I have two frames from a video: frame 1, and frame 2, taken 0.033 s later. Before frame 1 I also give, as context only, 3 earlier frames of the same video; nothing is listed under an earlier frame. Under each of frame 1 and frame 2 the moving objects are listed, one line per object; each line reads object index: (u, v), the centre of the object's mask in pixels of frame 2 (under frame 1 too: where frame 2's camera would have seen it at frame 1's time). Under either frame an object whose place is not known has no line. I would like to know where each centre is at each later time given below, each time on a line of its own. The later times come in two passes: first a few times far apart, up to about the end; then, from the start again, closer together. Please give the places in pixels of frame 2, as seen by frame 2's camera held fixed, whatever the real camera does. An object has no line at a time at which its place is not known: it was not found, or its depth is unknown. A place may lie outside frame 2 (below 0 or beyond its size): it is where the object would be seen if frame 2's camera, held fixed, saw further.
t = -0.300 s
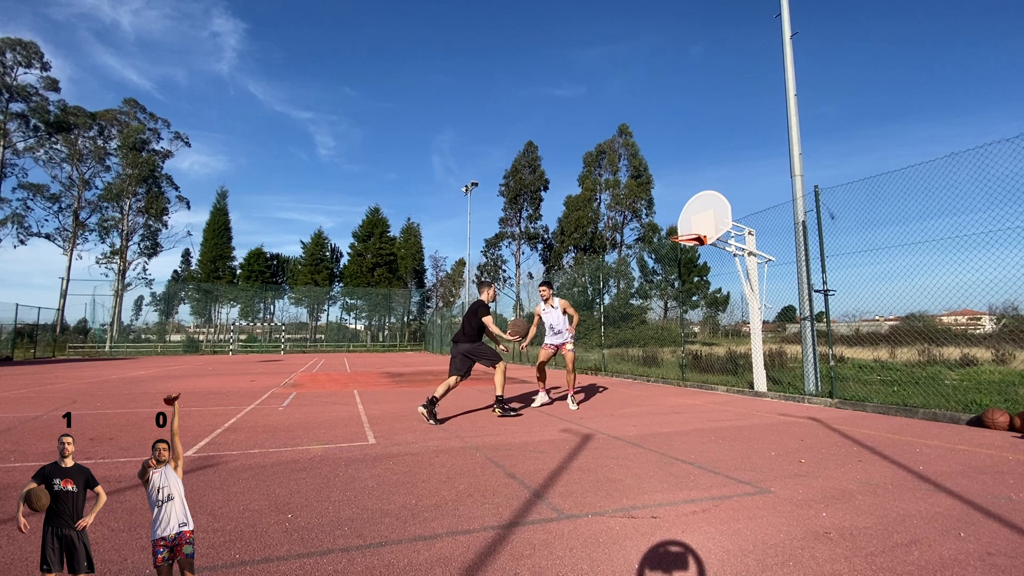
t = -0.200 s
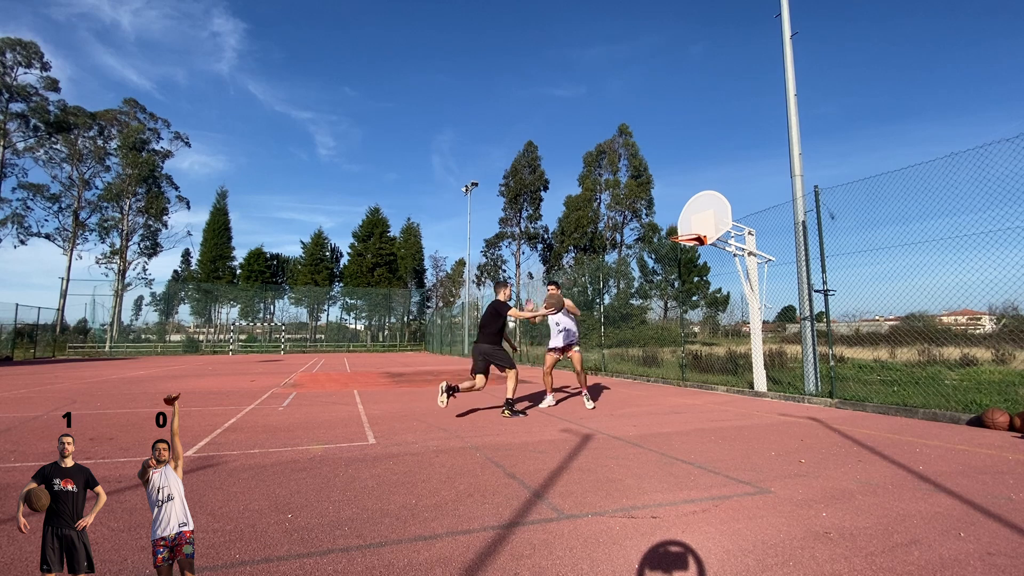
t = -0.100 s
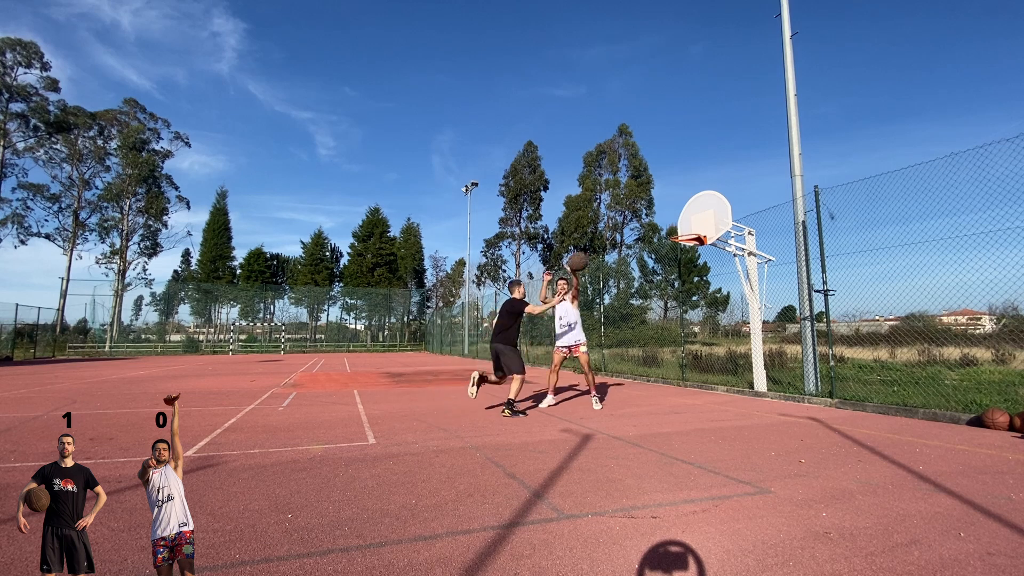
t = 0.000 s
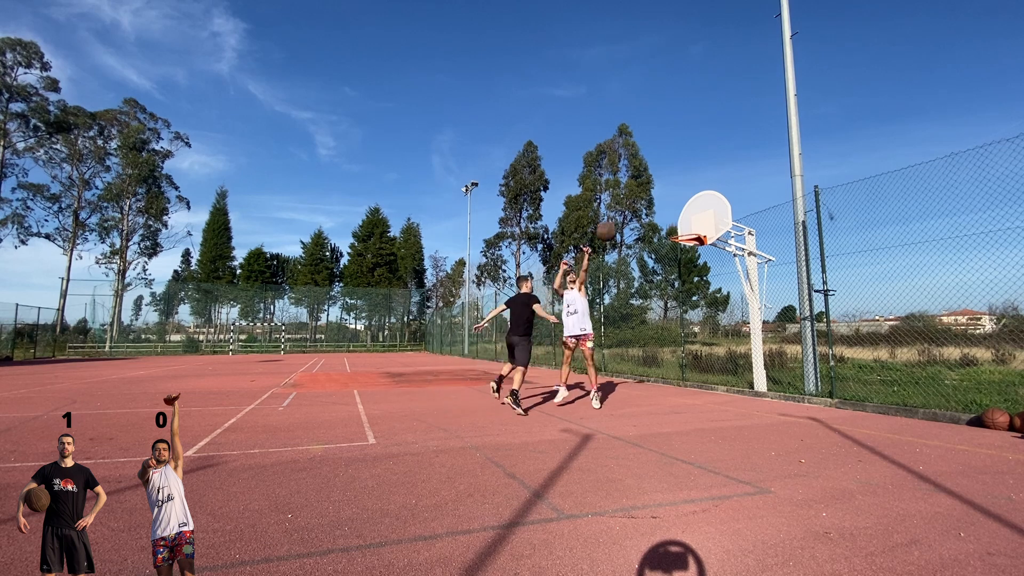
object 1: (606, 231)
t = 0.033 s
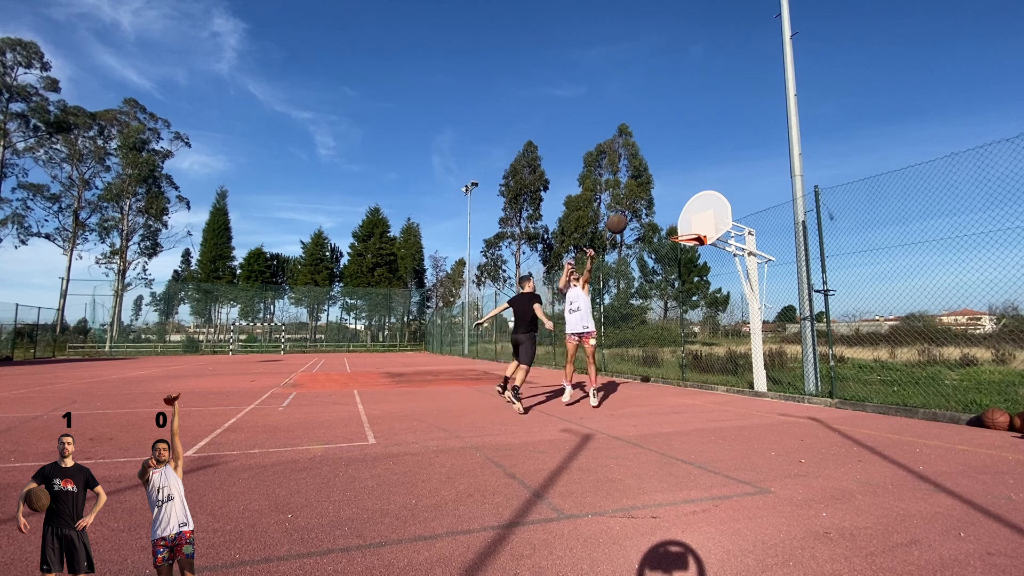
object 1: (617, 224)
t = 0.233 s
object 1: (683, 195)
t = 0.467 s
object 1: (769, 201)
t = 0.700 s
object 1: (868, 260)
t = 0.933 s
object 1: (987, 382)
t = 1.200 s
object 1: (1016, 357)
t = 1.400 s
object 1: (1010, 333)
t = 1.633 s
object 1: (995, 353)
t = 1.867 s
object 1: (987, 415)
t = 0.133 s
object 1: (648, 205)
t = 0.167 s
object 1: (660, 201)
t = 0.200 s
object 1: (671, 198)
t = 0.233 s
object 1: (683, 195)
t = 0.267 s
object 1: (694, 193)
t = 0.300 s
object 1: (706, 192)
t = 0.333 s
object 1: (718, 192)
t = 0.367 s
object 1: (731, 193)
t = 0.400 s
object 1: (743, 194)
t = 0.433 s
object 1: (756, 198)
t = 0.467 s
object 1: (769, 201)
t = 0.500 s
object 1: (782, 206)
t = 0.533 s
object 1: (795, 213)
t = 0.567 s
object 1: (809, 220)
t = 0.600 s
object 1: (823, 228)
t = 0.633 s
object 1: (838, 237)
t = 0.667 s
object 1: (853, 248)
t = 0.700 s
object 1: (868, 260)
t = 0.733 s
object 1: (884, 273)
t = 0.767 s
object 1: (900, 287)
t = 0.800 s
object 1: (916, 303)
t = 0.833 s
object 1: (933, 321)
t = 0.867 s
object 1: (950, 340)
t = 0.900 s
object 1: (968, 360)
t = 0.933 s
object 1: (987, 382)
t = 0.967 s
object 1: (1005, 405)
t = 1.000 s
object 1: (1014, 424)
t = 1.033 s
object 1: (1015, 409)
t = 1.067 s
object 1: (1015, 396)
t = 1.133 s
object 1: (1015, 374)
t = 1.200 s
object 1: (1016, 357)
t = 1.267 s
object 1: (1016, 344)
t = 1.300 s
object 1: (1015, 340)
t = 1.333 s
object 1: (1013, 336)
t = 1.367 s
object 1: (1012, 334)
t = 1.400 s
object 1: (1010, 333)
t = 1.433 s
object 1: (1009, 333)
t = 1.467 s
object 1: (1007, 334)
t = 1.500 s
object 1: (1004, 336)
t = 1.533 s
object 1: (1002, 338)
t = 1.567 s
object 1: (999, 342)
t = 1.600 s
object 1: (997, 346)
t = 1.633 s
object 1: (995, 353)
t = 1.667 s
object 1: (993, 361)
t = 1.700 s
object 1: (992, 369)
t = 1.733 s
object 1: (990, 378)
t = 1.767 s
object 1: (989, 389)
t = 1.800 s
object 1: (988, 400)
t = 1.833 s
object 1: (987, 413)
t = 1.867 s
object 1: (987, 415)
